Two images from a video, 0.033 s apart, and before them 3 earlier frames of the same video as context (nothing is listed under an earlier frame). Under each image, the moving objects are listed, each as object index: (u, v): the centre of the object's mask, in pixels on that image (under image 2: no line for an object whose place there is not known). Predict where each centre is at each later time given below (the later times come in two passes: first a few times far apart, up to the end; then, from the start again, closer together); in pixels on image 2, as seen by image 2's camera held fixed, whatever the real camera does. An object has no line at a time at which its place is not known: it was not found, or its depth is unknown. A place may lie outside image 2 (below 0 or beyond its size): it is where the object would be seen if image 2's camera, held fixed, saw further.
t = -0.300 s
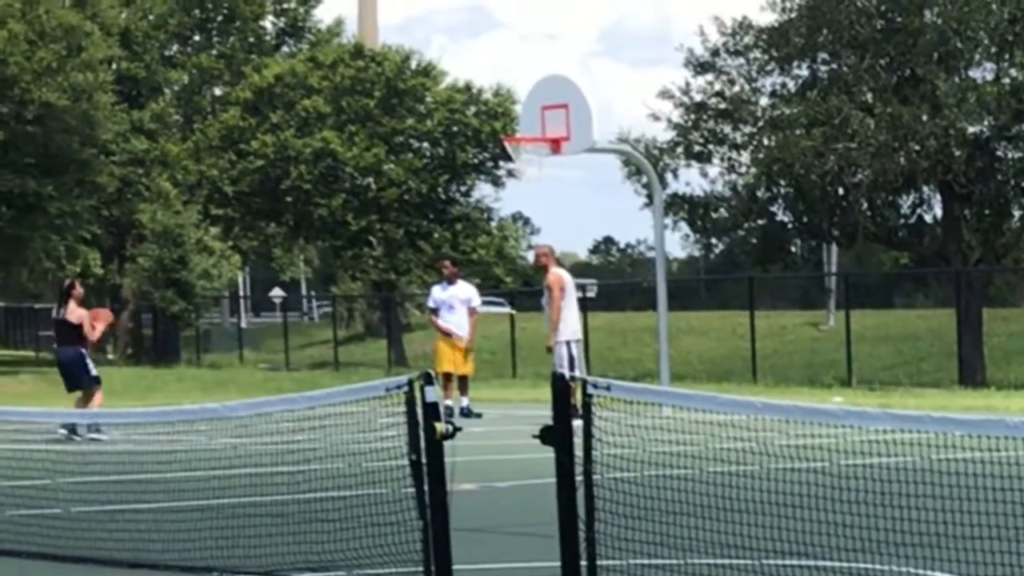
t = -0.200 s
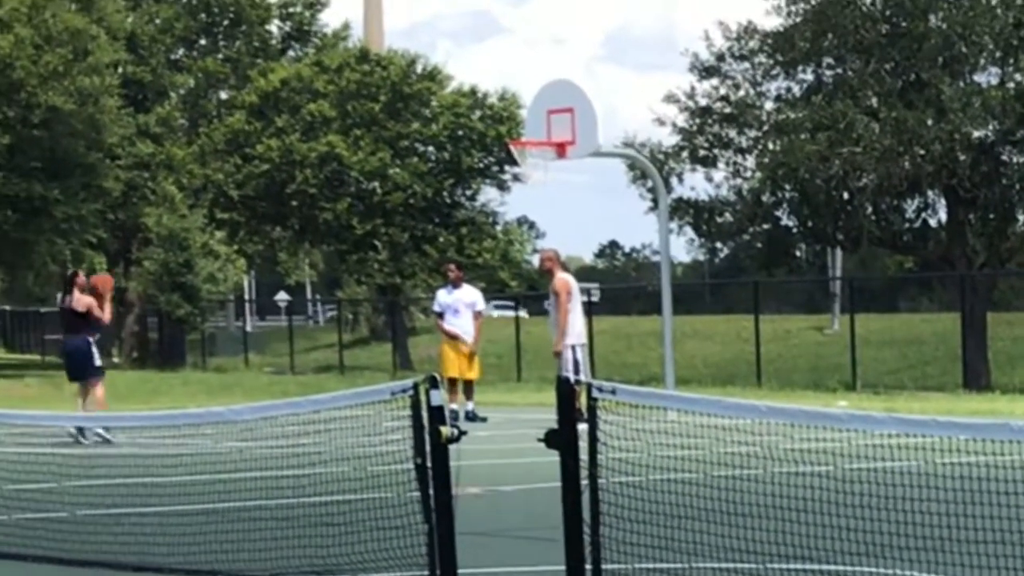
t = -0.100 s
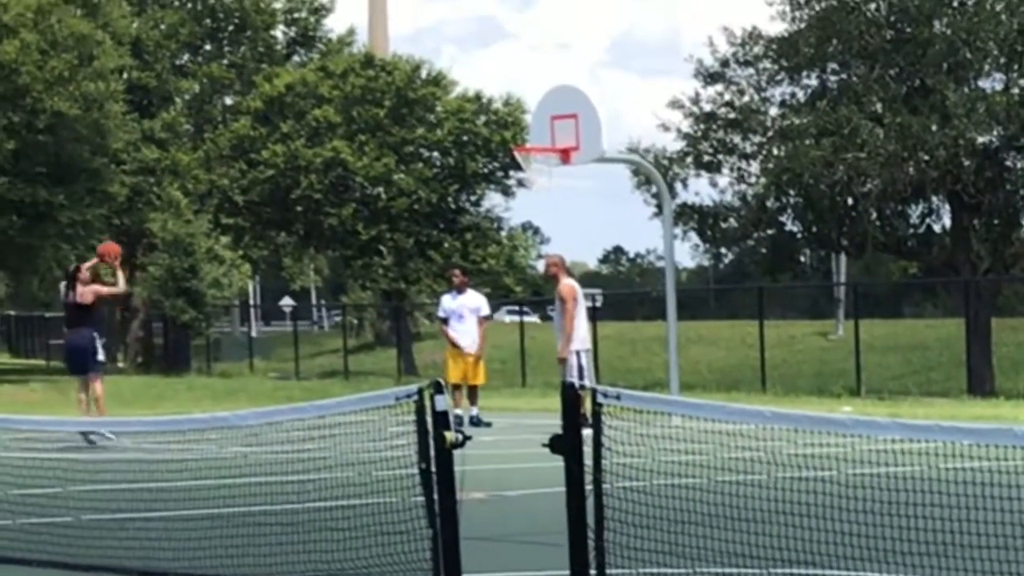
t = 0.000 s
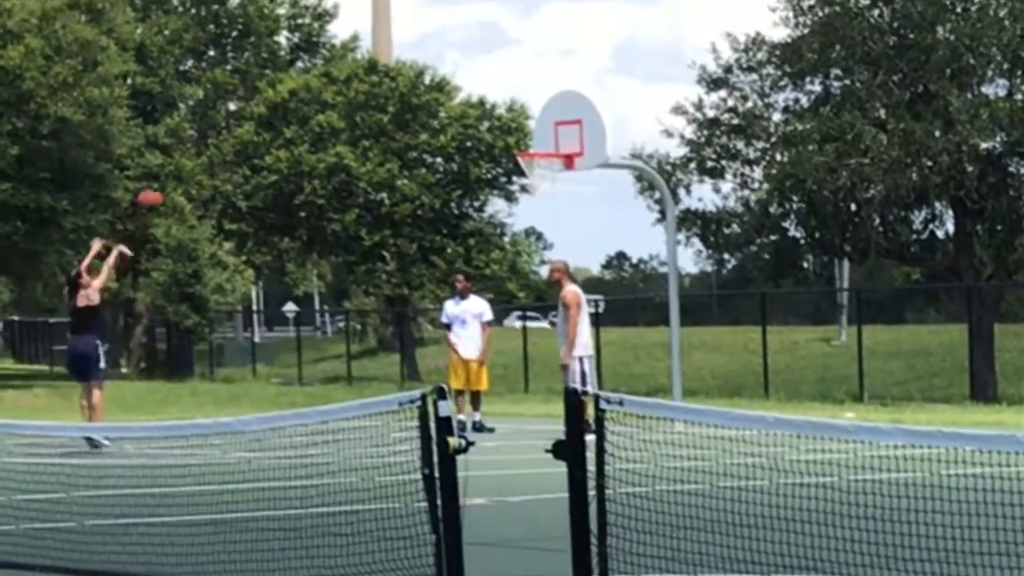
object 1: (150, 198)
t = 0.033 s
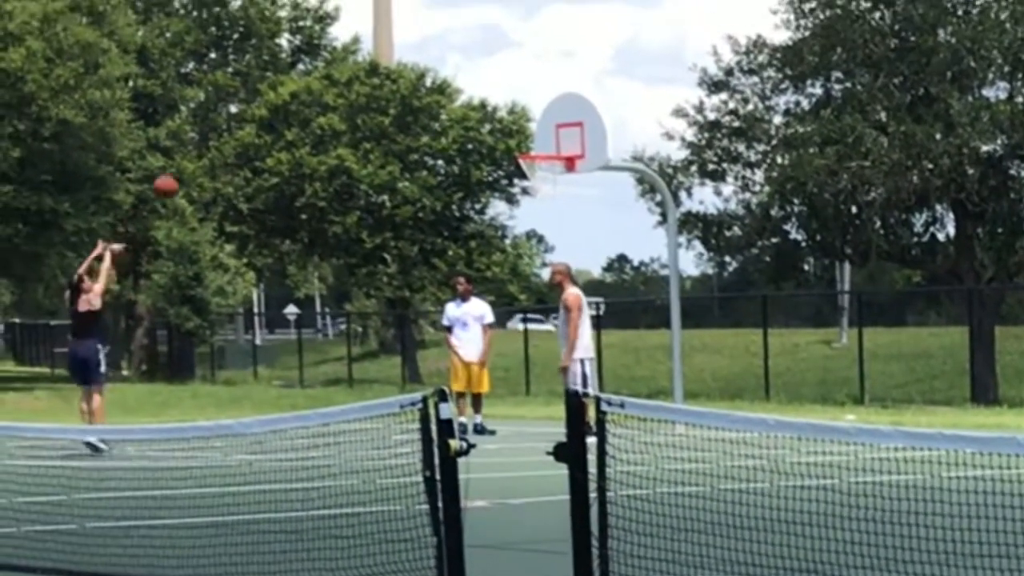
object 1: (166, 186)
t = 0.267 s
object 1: (261, 98)
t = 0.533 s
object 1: (367, 65)
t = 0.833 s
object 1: (484, 105)
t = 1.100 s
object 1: (555, 176)
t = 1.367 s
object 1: (543, 205)
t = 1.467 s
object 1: (539, 233)
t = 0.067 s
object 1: (178, 168)
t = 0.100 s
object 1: (192, 155)
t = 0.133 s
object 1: (205, 141)
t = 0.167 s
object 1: (220, 129)
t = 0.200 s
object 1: (234, 118)
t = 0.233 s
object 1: (247, 110)
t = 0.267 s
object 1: (261, 98)
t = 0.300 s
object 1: (274, 90)
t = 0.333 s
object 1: (288, 83)
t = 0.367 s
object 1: (301, 78)
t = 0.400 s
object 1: (315, 73)
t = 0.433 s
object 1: (329, 68)
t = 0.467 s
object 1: (342, 67)
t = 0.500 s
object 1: (355, 65)
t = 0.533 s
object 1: (367, 65)
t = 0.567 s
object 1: (380, 64)
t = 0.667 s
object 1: (419, 73)
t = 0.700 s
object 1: (432, 78)
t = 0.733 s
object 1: (445, 83)
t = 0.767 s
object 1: (457, 90)
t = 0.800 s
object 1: (472, 98)
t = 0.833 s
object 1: (484, 105)
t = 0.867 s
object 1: (496, 115)
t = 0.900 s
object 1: (507, 123)
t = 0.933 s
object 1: (523, 135)
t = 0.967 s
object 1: (533, 147)
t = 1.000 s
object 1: (546, 163)
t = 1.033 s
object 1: (555, 173)
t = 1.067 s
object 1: (558, 176)
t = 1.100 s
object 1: (555, 176)
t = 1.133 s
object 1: (554, 177)
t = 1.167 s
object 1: (553, 177)
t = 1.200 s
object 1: (551, 179)
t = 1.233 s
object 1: (549, 182)
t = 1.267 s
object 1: (548, 187)
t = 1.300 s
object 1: (546, 192)
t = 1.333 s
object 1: (545, 198)
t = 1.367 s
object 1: (543, 205)
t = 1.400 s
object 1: (542, 214)
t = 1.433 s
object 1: (541, 222)
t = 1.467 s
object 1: (539, 233)
